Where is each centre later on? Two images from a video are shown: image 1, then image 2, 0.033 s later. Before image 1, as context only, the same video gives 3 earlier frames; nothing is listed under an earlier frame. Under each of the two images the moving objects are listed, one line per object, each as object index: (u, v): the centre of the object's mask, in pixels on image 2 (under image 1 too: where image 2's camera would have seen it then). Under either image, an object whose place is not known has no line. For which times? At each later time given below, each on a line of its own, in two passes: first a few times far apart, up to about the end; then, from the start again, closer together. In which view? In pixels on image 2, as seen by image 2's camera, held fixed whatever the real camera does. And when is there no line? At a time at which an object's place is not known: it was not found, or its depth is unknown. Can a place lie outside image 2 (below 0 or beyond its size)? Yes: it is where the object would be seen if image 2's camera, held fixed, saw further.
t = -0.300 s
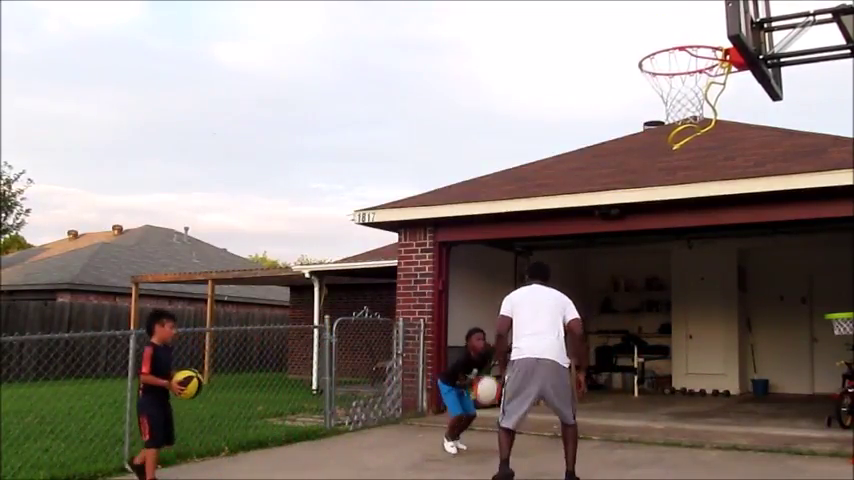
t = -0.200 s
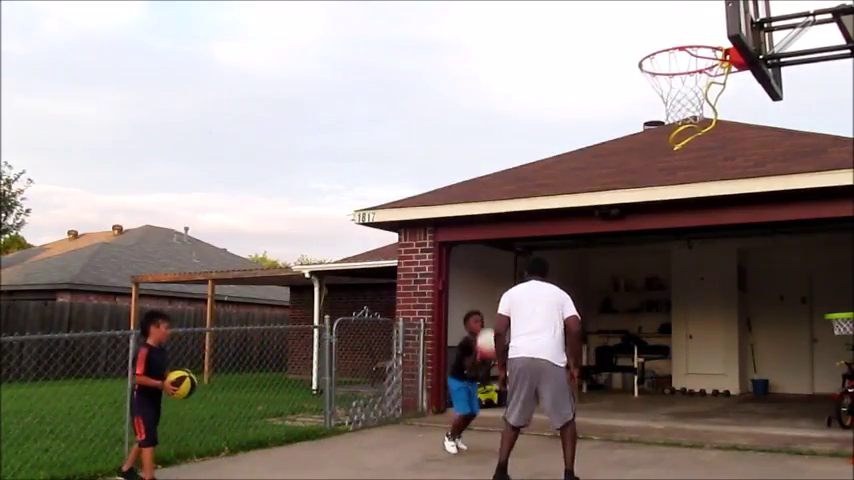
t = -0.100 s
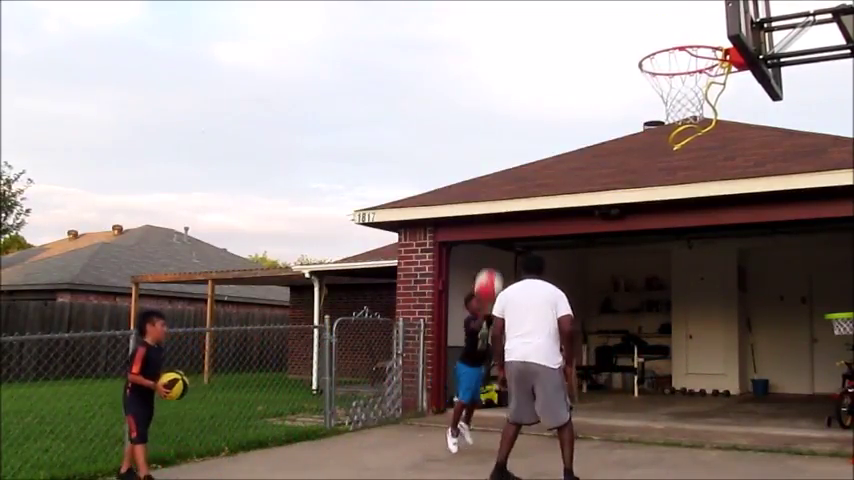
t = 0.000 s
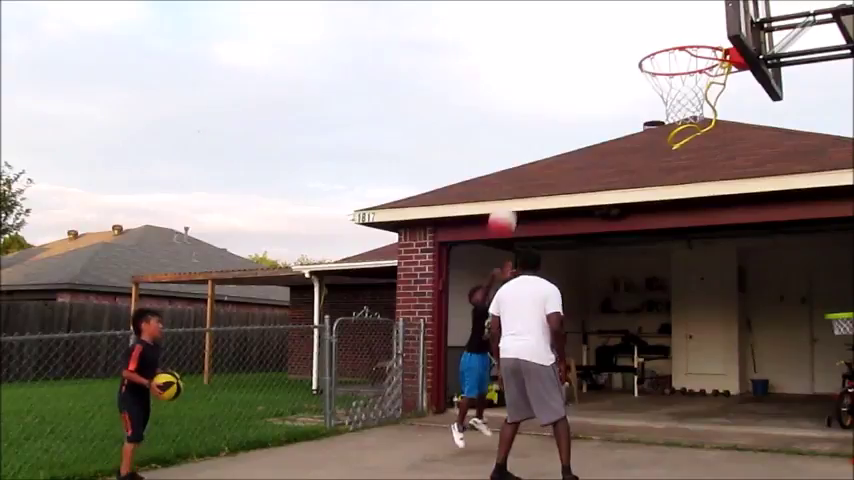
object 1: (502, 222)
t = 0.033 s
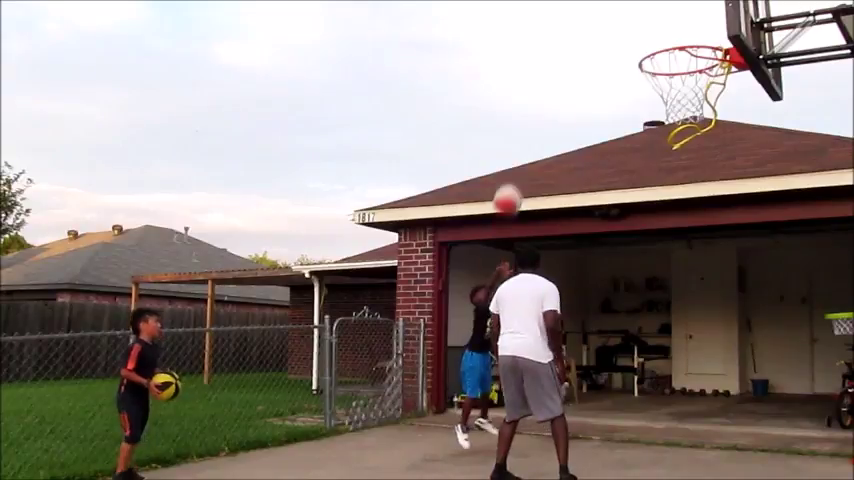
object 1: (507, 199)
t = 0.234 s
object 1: (543, 99)
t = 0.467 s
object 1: (593, 27)
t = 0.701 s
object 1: (656, 18)
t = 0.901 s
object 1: (681, 68)
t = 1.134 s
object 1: (661, 97)
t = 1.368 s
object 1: (699, 140)
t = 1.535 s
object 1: (695, 178)
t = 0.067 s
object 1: (513, 181)
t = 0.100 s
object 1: (519, 164)
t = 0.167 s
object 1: (531, 129)
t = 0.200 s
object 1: (537, 113)
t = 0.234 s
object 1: (543, 99)
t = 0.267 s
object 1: (549, 85)
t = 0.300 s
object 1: (556, 73)
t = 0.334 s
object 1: (563, 62)
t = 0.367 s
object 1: (570, 52)
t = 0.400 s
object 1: (578, 43)
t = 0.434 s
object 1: (585, 34)
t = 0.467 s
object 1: (593, 27)
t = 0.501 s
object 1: (601, 21)
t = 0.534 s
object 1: (609, 17)
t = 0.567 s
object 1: (618, 15)
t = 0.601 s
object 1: (626, 14)
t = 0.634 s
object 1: (636, 15)
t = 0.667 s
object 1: (645, 16)
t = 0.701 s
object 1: (656, 18)
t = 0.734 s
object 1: (666, 24)
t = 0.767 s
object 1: (677, 30)
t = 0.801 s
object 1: (688, 39)
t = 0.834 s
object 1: (700, 51)
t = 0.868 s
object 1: (694, 59)
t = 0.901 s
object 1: (681, 68)
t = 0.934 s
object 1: (668, 76)
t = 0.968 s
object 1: (656, 83)
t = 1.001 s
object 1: (651, 85)
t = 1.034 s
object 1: (652, 87)
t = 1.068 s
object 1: (654, 89)
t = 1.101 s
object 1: (657, 93)
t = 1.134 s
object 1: (661, 97)
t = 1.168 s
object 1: (666, 102)
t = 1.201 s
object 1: (671, 107)
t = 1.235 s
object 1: (678, 114)
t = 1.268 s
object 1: (685, 124)
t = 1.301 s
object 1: (690, 129)
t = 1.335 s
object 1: (695, 135)
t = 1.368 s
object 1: (699, 140)
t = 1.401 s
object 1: (702, 149)
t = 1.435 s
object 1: (702, 154)
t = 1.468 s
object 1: (701, 160)
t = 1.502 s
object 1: (698, 169)
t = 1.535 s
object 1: (695, 178)
